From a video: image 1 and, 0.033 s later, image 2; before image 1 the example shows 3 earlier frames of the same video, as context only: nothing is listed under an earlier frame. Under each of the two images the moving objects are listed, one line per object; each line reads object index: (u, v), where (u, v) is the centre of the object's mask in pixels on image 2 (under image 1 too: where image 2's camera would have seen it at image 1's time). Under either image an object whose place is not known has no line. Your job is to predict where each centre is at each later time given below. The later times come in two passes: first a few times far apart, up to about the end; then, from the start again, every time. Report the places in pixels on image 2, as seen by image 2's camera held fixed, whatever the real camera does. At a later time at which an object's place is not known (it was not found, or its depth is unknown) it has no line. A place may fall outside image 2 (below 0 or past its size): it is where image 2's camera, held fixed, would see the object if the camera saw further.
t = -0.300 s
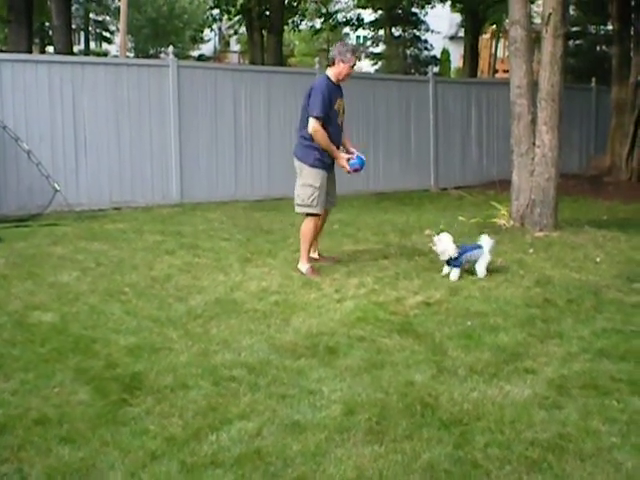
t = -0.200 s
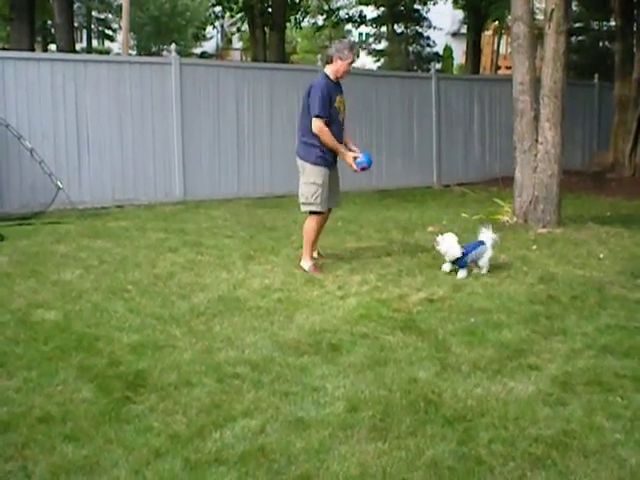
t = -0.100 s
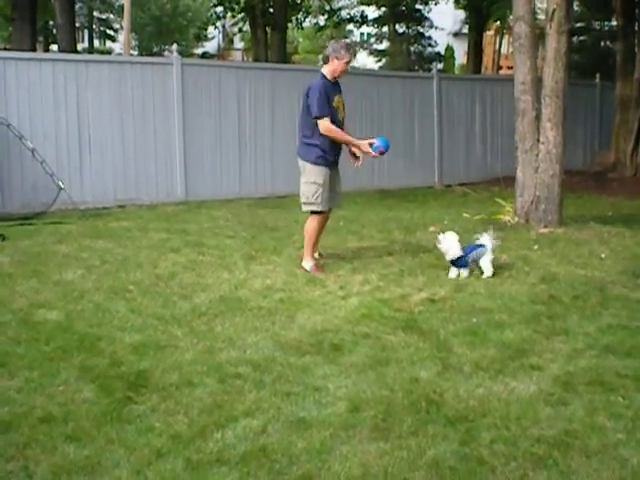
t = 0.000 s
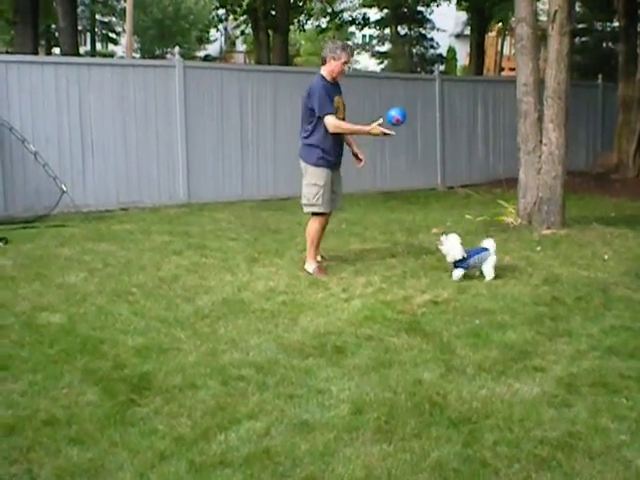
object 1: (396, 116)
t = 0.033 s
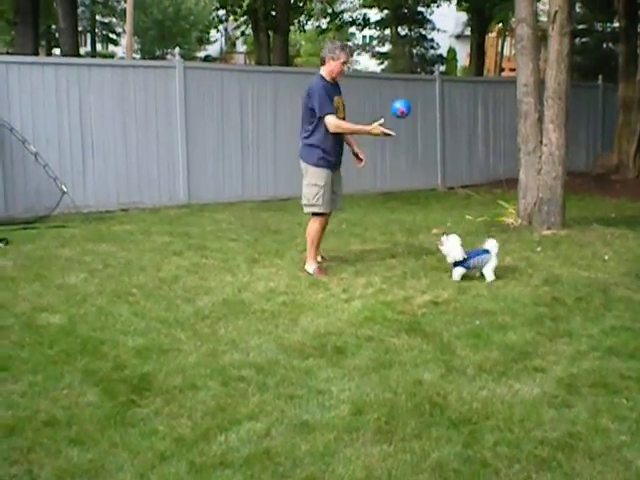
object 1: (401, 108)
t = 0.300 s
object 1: (432, 90)
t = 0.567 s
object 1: (458, 159)
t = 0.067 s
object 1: (405, 101)
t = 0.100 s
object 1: (409, 95)
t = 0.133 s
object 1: (413, 91)
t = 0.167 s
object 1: (417, 88)
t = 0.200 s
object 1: (421, 86)
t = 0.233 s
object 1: (425, 86)
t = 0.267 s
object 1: (429, 87)
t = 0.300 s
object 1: (432, 90)
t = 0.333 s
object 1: (436, 94)
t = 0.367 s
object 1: (439, 100)
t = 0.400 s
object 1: (443, 106)
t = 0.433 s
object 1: (446, 114)
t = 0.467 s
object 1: (449, 123)
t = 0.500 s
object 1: (453, 134)
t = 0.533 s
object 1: (456, 146)
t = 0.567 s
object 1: (458, 159)
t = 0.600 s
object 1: (461, 174)
